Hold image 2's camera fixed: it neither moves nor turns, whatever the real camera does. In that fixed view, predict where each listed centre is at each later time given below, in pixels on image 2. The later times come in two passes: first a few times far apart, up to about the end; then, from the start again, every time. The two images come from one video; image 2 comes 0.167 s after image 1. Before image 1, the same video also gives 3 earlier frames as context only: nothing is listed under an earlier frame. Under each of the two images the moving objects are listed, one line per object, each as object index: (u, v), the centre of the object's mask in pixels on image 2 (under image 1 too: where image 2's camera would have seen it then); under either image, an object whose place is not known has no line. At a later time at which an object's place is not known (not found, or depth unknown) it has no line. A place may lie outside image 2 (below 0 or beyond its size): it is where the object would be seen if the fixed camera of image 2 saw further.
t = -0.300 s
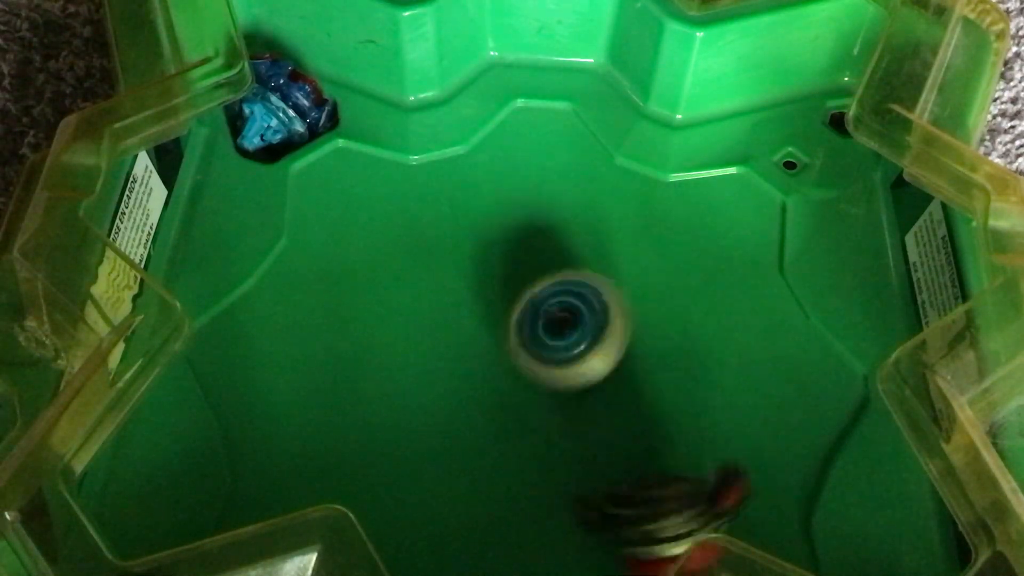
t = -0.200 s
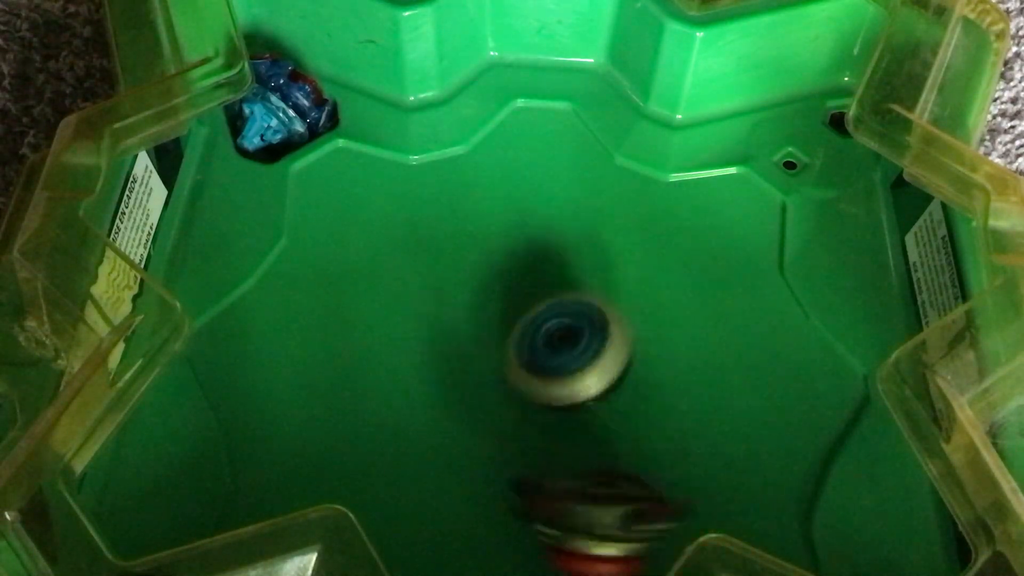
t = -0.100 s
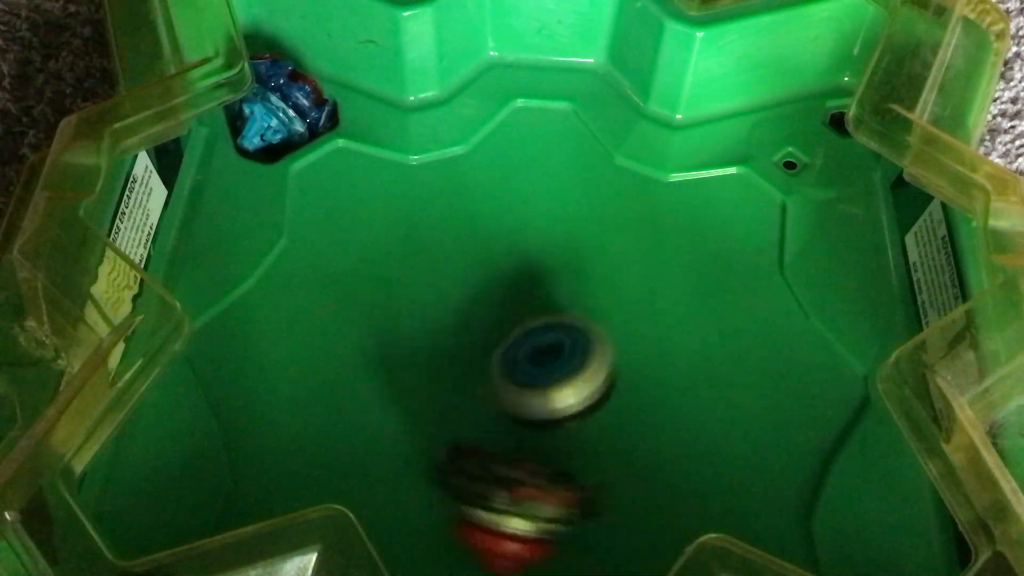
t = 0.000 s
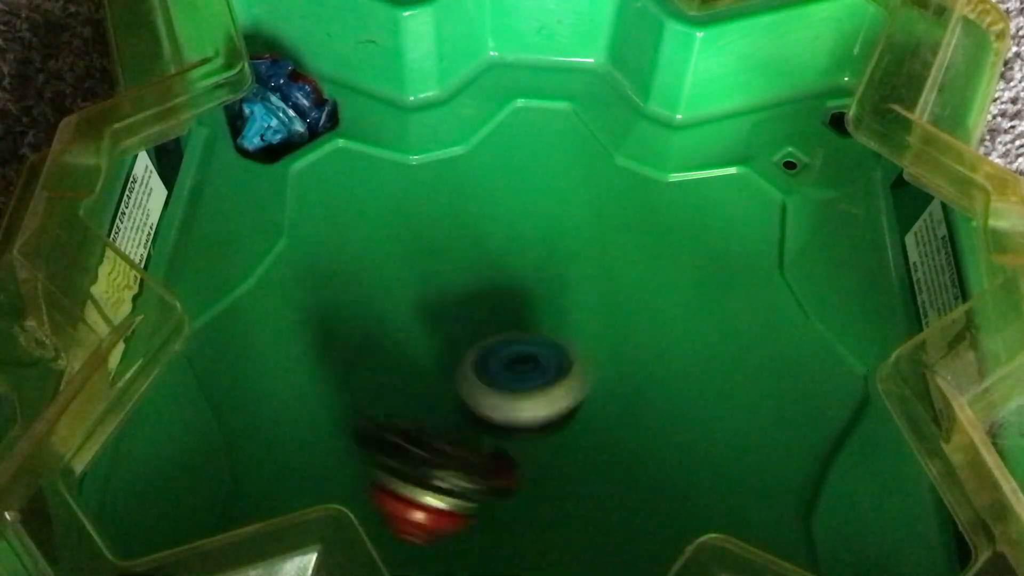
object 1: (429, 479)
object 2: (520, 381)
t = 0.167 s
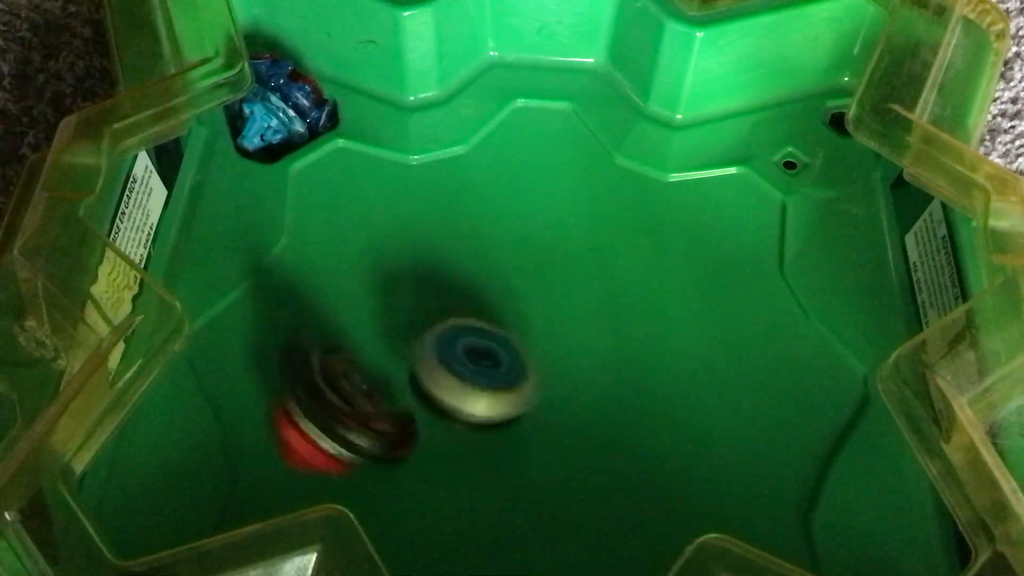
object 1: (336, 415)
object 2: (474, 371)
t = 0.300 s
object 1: (328, 361)
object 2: (460, 350)
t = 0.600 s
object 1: (439, 255)
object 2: (543, 348)
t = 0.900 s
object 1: (507, 240)
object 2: (587, 421)
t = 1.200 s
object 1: (501, 253)
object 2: (492, 410)
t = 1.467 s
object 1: (507, 236)
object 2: (492, 338)
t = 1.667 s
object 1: (518, 241)
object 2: (491, 358)
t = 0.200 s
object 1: (327, 397)
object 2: (465, 366)
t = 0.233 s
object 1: (324, 383)
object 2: (463, 361)
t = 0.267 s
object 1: (325, 371)
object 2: (462, 357)
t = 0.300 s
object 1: (328, 361)
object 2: (460, 350)
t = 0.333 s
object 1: (334, 349)
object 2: (463, 346)
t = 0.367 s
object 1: (345, 338)
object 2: (463, 341)
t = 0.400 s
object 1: (354, 327)
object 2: (470, 339)
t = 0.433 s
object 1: (364, 312)
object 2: (475, 339)
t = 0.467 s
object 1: (381, 298)
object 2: (487, 338)
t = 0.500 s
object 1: (394, 285)
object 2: (500, 339)
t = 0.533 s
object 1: (410, 275)
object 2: (514, 340)
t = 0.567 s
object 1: (423, 261)
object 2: (530, 344)
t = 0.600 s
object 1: (439, 255)
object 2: (543, 348)
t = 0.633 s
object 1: (453, 249)
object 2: (556, 353)
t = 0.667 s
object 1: (465, 243)
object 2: (567, 363)
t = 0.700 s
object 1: (474, 237)
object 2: (578, 370)
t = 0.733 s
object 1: (481, 236)
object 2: (585, 381)
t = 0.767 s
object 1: (490, 237)
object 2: (591, 389)
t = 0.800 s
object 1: (496, 237)
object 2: (594, 399)
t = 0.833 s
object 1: (502, 237)
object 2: (592, 408)
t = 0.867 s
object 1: (506, 238)
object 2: (589, 414)
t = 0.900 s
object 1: (507, 240)
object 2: (587, 421)
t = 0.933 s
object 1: (506, 244)
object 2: (577, 429)
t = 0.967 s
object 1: (503, 247)
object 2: (569, 432)
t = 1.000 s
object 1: (500, 250)
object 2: (561, 436)
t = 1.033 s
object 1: (498, 251)
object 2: (548, 435)
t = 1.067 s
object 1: (497, 252)
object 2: (536, 434)
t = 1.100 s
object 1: (496, 252)
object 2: (522, 432)
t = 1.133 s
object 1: (496, 253)
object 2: (510, 425)
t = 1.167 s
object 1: (498, 253)
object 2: (502, 418)
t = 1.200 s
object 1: (501, 253)
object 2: (492, 410)
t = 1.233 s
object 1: (505, 253)
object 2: (488, 400)
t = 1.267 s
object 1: (508, 252)
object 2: (480, 390)
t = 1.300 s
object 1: (510, 252)
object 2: (477, 379)
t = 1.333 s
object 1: (511, 250)
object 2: (479, 368)
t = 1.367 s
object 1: (510, 248)
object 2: (479, 356)
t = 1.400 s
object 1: (507, 243)
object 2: (483, 346)
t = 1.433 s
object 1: (505, 238)
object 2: (491, 341)
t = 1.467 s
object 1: (507, 236)
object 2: (492, 338)
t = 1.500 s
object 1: (512, 235)
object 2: (490, 341)
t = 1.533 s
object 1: (519, 234)
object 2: (490, 341)
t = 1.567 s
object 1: (520, 236)
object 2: (489, 343)
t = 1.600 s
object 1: (521, 236)
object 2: (487, 345)
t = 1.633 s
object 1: (520, 239)
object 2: (489, 350)
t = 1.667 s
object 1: (518, 241)
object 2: (491, 358)
